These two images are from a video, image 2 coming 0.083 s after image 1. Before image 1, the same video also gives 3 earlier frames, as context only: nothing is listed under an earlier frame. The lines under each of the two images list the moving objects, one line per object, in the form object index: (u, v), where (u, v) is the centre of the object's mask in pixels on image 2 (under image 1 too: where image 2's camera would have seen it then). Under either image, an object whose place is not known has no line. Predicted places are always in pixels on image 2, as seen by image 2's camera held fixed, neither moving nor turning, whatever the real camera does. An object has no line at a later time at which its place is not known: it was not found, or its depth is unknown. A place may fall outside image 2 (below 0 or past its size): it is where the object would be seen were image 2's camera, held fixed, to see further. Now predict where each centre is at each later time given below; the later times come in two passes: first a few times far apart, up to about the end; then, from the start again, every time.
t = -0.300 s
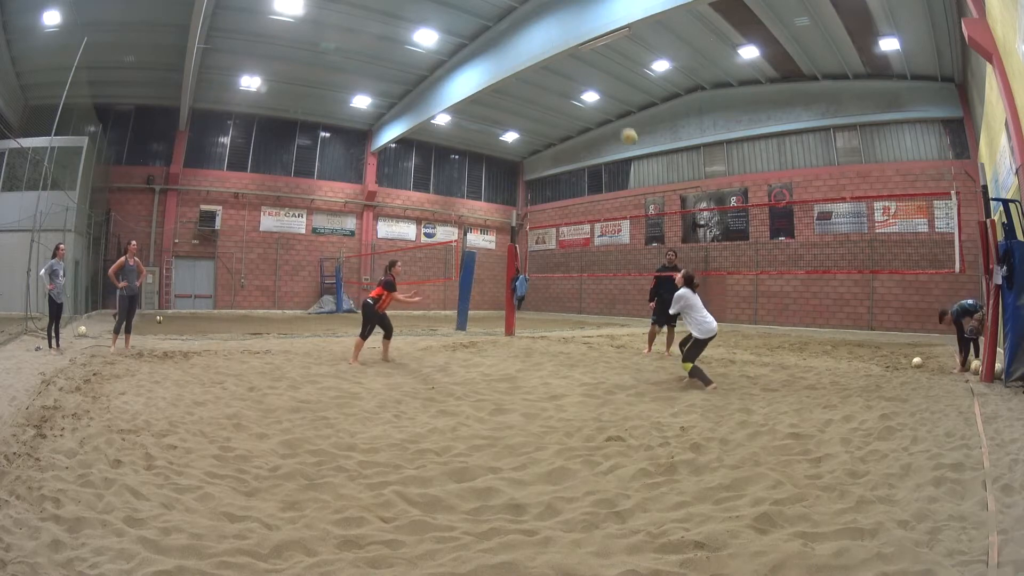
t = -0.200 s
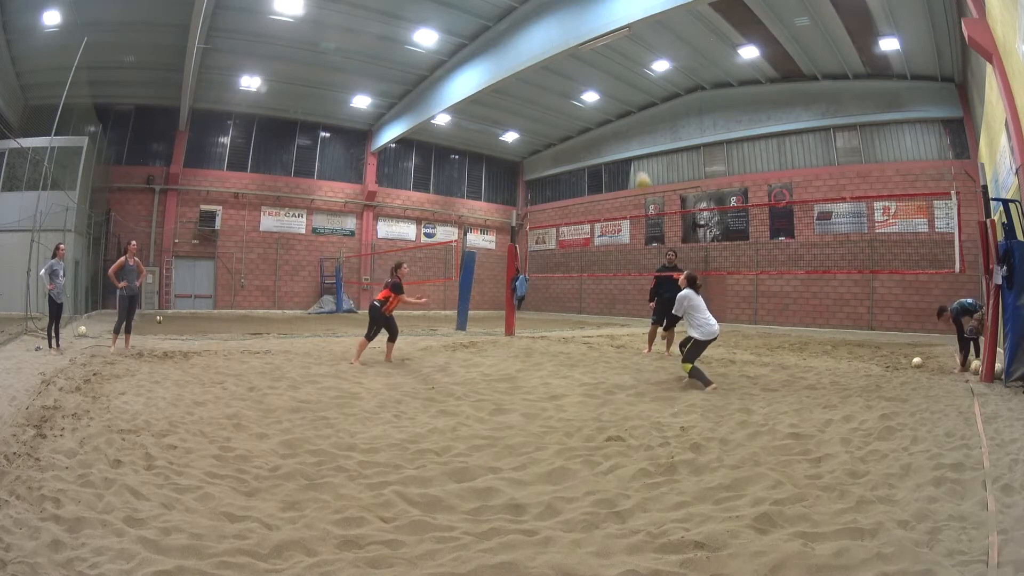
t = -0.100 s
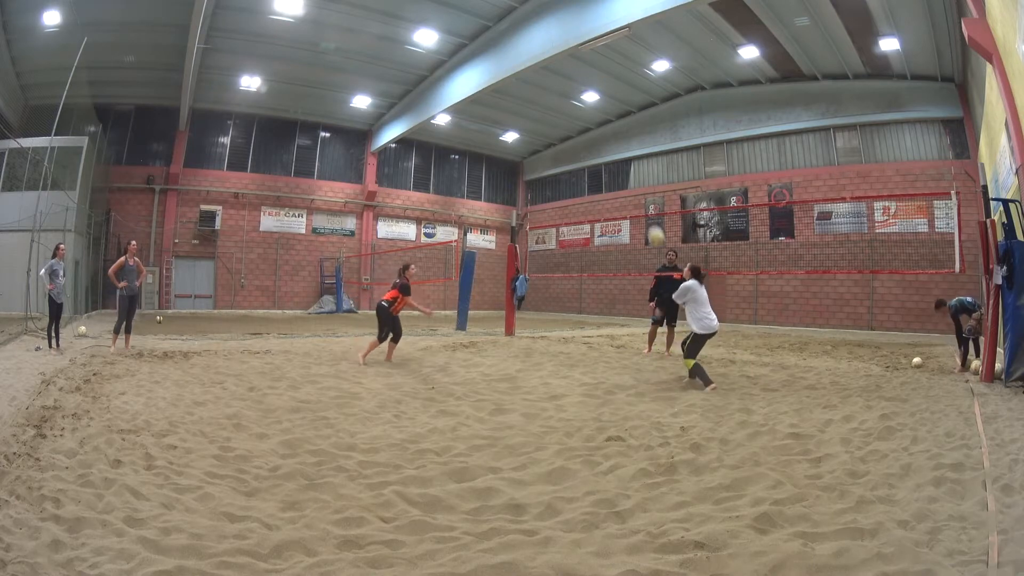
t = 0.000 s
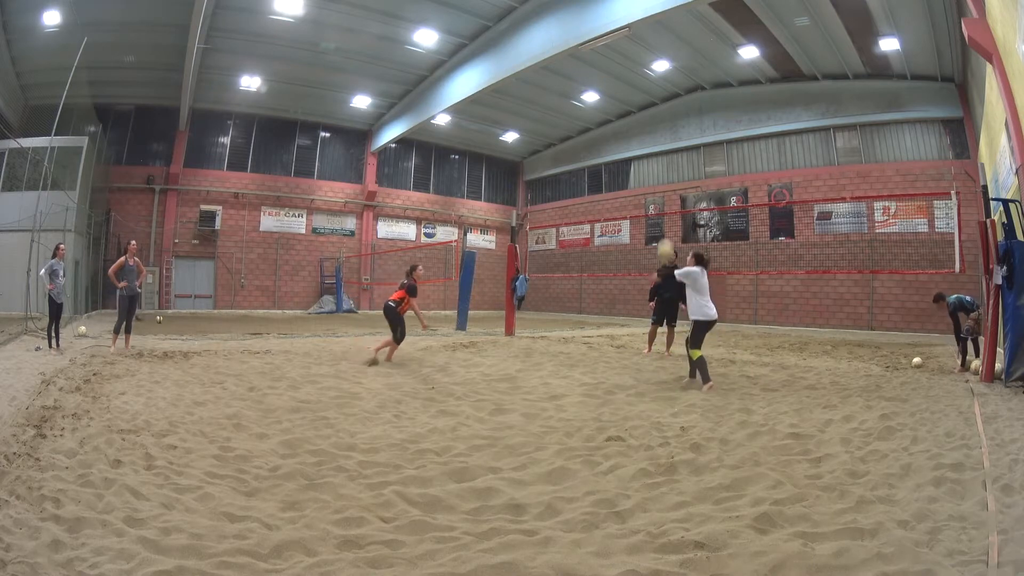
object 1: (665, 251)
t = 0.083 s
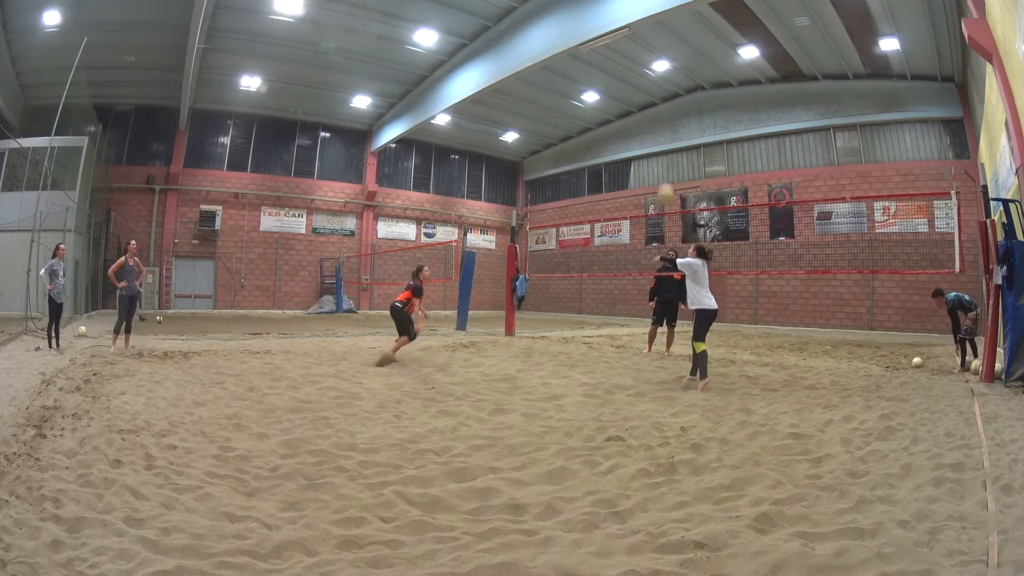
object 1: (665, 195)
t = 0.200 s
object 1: (664, 130)
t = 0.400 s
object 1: (659, 60)
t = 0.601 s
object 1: (658, 26)
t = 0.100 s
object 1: (666, 183)
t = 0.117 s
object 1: (665, 174)
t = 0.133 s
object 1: (665, 163)
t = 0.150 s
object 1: (665, 155)
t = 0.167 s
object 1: (665, 146)
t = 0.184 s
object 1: (665, 138)
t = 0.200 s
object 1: (664, 130)
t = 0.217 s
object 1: (664, 125)
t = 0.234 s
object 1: (664, 117)
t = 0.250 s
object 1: (663, 110)
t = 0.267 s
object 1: (663, 103)
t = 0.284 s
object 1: (662, 96)
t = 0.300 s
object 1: (662, 91)
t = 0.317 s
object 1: (661, 85)
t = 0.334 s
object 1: (661, 79)
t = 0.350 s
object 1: (661, 77)
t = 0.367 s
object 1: (660, 72)
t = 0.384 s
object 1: (660, 66)
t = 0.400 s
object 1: (659, 60)
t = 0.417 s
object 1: (659, 56)
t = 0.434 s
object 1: (659, 53)
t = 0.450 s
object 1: (659, 52)
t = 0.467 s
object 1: (659, 45)
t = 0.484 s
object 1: (659, 43)
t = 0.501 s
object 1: (658, 40)
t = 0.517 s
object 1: (658, 37)
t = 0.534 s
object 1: (658, 34)
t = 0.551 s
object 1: (658, 33)
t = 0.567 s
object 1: (658, 31)
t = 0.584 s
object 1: (658, 27)
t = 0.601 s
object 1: (658, 26)
